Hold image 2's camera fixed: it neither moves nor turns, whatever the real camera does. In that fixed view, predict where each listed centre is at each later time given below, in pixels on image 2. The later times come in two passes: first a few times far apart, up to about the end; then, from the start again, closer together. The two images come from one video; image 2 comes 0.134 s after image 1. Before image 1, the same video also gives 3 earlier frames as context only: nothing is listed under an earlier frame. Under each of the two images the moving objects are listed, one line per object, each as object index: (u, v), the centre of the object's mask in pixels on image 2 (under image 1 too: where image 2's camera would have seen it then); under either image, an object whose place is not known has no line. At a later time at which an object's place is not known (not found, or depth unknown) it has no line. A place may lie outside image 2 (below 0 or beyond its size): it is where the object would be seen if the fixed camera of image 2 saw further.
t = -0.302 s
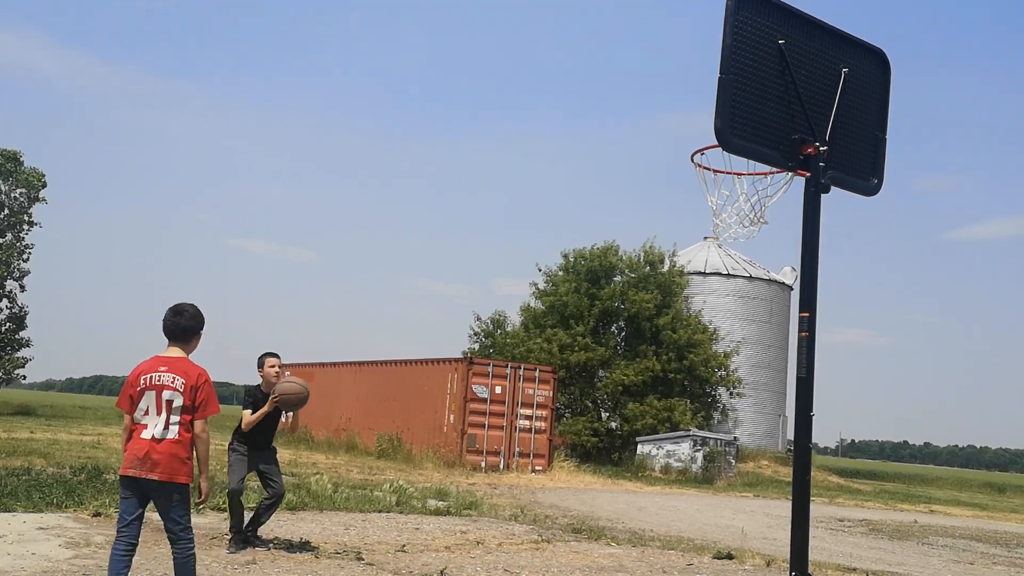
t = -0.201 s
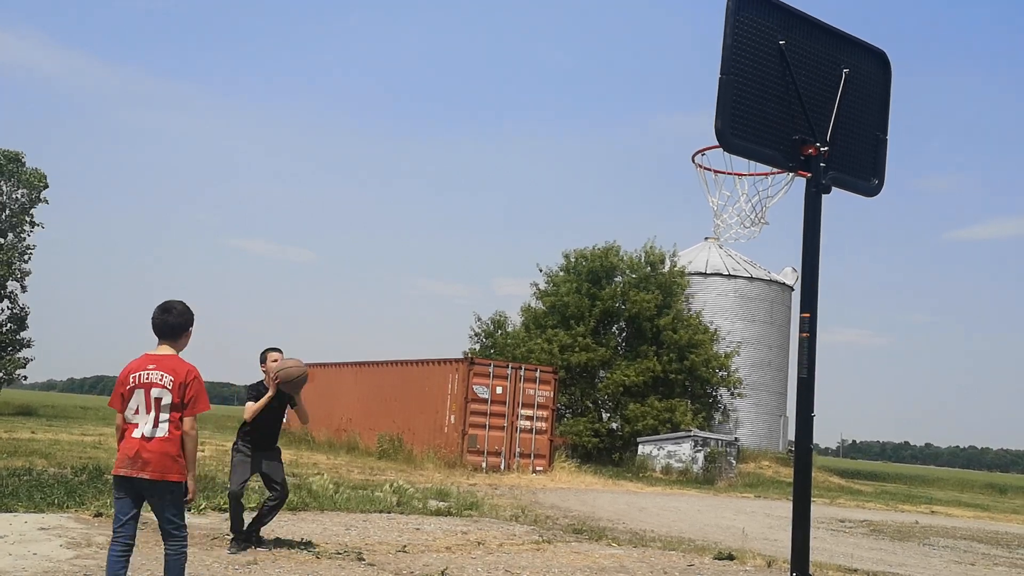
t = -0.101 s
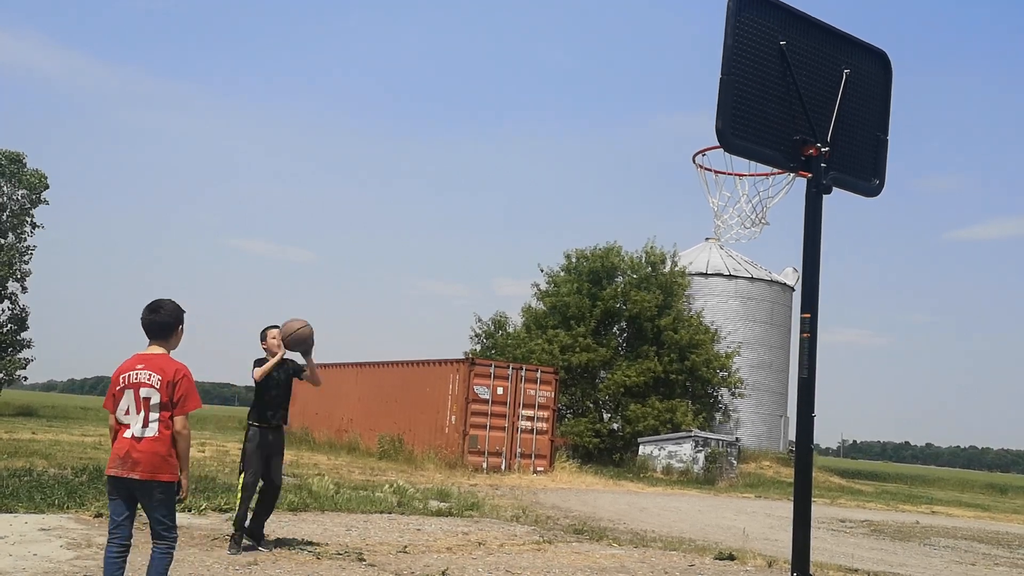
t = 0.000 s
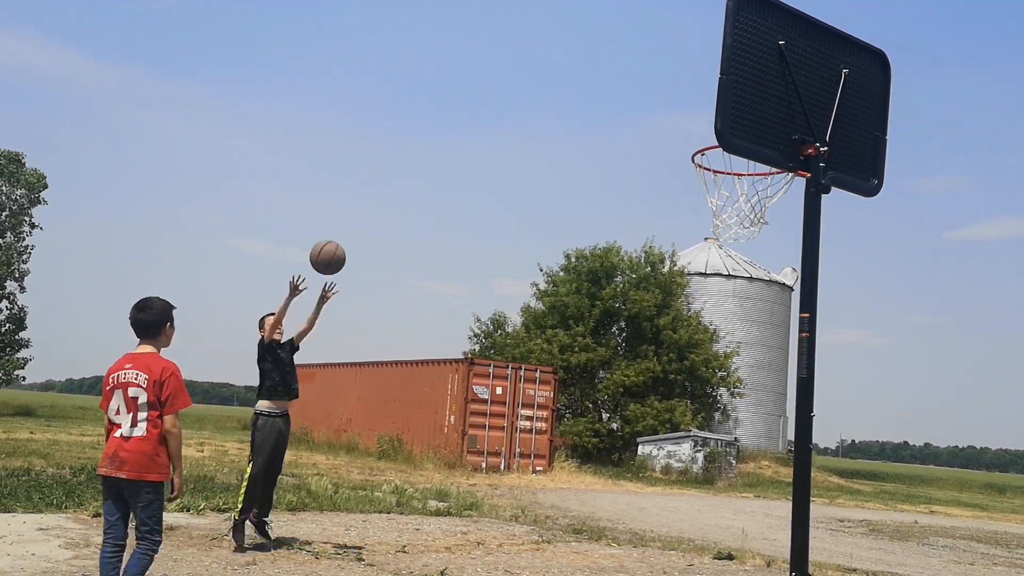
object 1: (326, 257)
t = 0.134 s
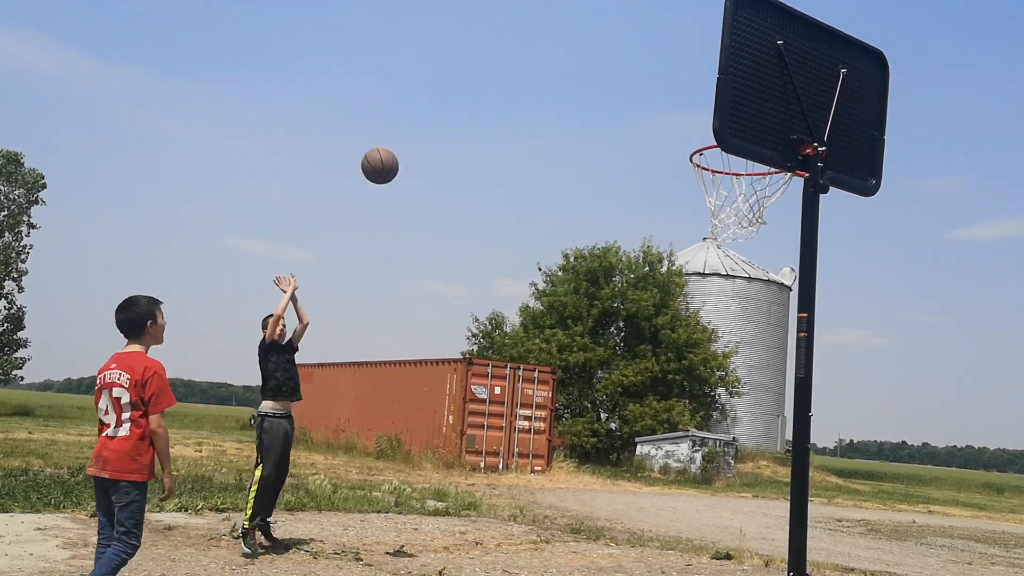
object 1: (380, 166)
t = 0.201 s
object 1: (407, 126)
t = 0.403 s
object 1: (497, 42)
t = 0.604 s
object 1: (599, 17)
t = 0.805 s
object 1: (708, 62)
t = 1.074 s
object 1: (713, 138)
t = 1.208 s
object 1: (678, 166)
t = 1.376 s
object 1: (617, 251)
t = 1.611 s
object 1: (539, 441)
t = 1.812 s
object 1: (482, 524)
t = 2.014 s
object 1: (443, 394)
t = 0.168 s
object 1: (393, 146)
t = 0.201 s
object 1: (407, 126)
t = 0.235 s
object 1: (421, 109)
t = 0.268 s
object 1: (436, 93)
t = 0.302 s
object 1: (451, 78)
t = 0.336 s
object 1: (466, 64)
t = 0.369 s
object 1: (481, 52)
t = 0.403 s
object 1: (497, 42)
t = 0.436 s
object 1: (513, 33)
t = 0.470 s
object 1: (529, 26)
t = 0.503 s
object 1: (546, 21)
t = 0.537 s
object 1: (563, 19)
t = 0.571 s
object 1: (581, 17)
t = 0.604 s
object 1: (599, 17)
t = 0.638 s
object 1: (618, 19)
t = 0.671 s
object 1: (637, 22)
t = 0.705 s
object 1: (658, 28)
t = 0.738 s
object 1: (678, 37)
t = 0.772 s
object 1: (698, 48)
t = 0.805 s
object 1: (708, 62)
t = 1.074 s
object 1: (713, 138)
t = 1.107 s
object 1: (707, 141)
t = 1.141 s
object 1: (699, 145)
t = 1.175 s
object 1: (691, 154)
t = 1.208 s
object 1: (678, 166)
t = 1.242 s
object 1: (666, 179)
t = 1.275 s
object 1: (653, 195)
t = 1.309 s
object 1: (641, 212)
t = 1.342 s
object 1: (629, 231)
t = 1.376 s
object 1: (617, 251)
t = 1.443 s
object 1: (595, 297)
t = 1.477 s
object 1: (583, 322)
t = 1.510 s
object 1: (571, 350)
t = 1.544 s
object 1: (560, 379)
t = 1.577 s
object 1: (550, 409)
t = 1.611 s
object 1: (539, 441)
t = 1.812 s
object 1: (482, 524)
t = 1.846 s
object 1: (475, 496)
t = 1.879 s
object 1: (469, 471)
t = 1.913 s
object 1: (462, 449)
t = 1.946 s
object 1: (456, 428)
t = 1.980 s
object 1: (449, 410)
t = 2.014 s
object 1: (443, 394)
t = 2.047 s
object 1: (437, 380)
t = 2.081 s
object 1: (431, 368)
